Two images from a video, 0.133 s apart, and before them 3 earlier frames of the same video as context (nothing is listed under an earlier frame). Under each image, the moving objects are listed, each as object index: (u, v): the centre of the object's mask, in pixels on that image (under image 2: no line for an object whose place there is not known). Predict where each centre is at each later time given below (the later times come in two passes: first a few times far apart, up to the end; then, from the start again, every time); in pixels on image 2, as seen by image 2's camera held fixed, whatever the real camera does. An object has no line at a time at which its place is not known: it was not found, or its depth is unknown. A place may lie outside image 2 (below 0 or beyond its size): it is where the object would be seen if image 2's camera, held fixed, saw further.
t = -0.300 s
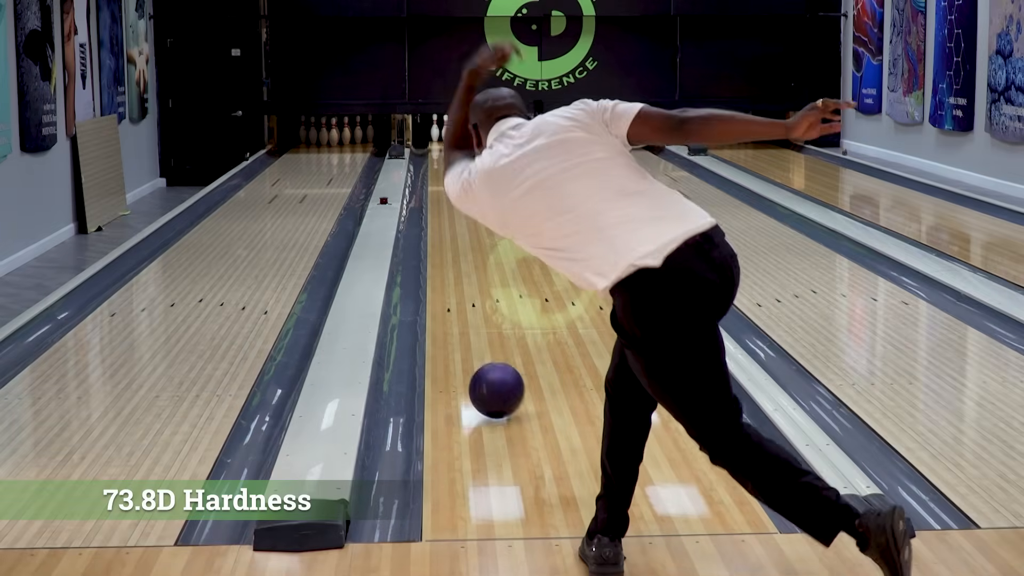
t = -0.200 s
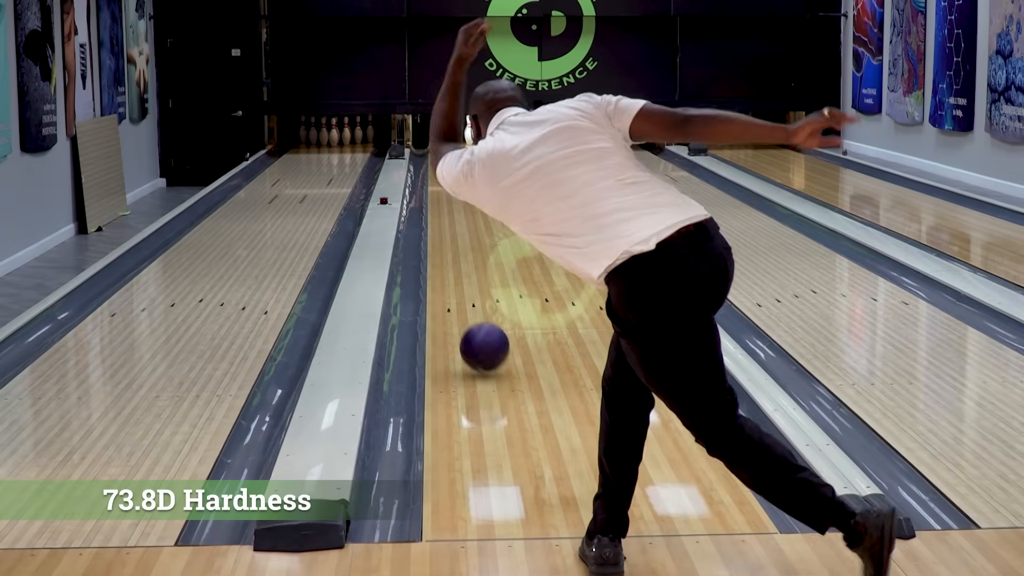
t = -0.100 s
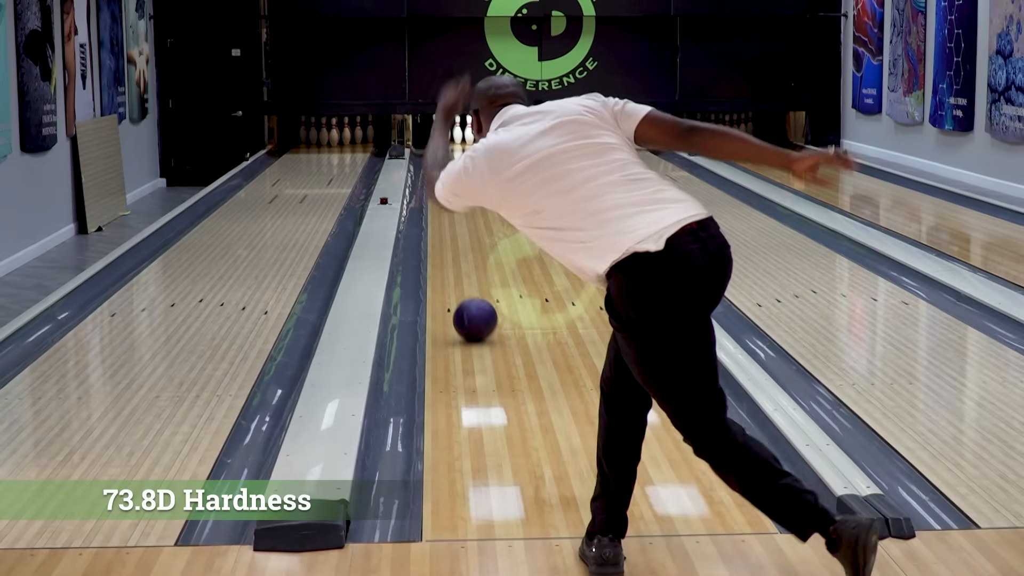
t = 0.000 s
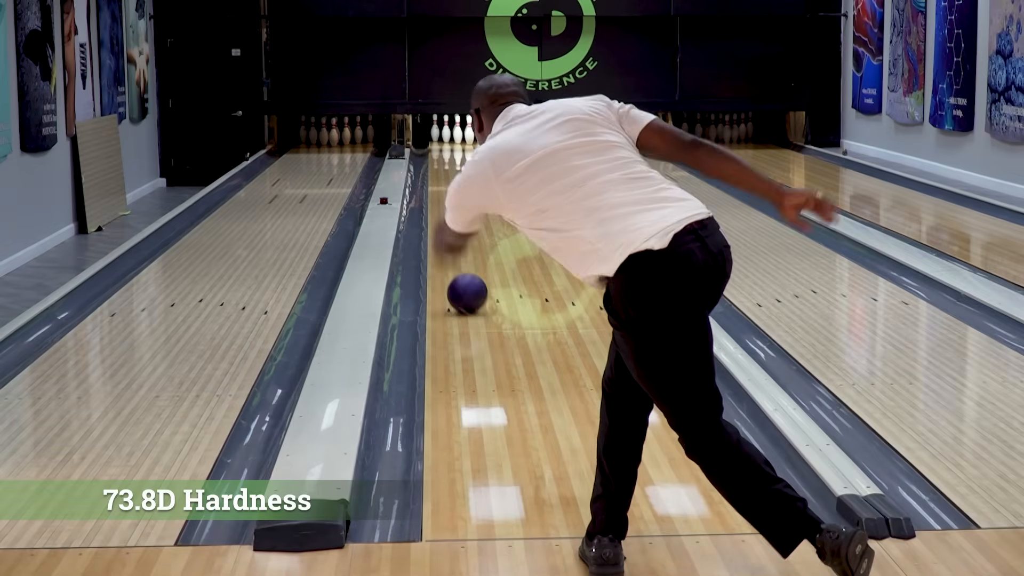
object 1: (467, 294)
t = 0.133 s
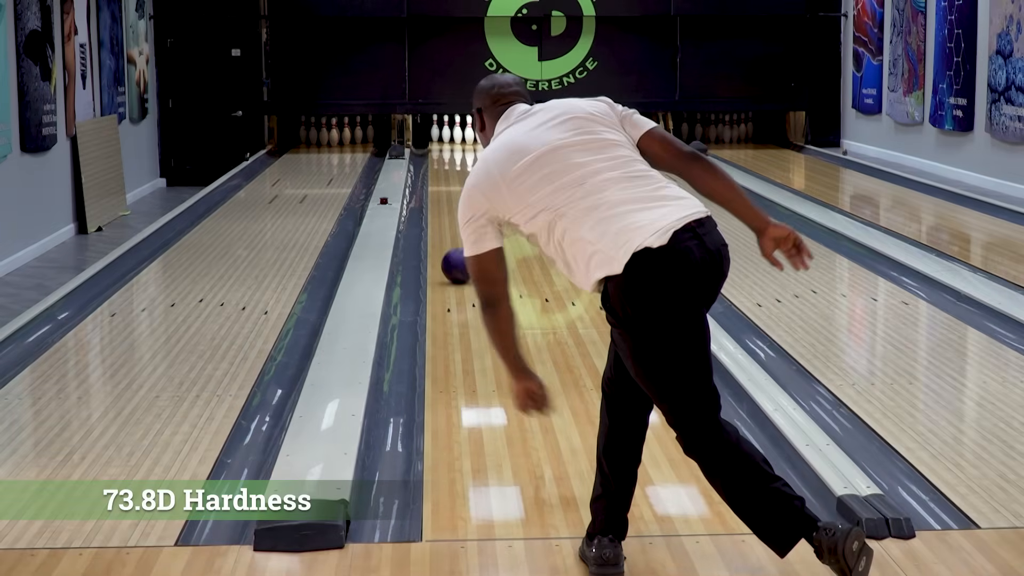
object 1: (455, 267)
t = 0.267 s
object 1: (453, 243)
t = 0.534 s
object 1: (444, 209)
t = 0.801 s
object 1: (440, 186)
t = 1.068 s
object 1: (439, 168)
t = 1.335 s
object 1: (442, 154)
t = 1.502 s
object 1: (445, 147)
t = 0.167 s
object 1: (455, 260)
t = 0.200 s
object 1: (455, 254)
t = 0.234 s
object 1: (454, 248)
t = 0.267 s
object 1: (453, 243)
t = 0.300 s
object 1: (452, 238)
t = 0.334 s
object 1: (450, 233)
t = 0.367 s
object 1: (449, 229)
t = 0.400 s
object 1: (448, 224)
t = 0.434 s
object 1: (447, 220)
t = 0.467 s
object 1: (446, 217)
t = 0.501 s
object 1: (445, 213)
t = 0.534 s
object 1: (444, 209)
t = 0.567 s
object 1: (444, 206)
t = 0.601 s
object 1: (443, 203)
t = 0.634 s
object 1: (442, 200)
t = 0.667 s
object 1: (442, 197)
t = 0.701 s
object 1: (441, 194)
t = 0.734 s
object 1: (441, 191)
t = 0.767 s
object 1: (440, 188)
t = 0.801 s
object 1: (440, 186)
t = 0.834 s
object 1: (440, 183)
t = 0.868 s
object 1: (439, 181)
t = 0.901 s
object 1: (439, 178)
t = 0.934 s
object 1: (439, 176)
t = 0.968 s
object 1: (439, 174)
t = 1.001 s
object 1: (439, 172)
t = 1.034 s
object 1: (439, 170)
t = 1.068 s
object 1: (439, 168)
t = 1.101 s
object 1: (439, 166)
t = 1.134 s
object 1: (439, 164)
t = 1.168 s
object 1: (439, 162)
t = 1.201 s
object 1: (440, 160)
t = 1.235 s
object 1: (440, 158)
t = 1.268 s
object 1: (441, 156)
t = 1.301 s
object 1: (441, 155)
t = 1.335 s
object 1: (442, 154)
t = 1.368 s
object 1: (442, 152)
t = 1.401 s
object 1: (443, 151)
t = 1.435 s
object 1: (444, 150)
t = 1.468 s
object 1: (444, 148)
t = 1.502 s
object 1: (445, 147)
